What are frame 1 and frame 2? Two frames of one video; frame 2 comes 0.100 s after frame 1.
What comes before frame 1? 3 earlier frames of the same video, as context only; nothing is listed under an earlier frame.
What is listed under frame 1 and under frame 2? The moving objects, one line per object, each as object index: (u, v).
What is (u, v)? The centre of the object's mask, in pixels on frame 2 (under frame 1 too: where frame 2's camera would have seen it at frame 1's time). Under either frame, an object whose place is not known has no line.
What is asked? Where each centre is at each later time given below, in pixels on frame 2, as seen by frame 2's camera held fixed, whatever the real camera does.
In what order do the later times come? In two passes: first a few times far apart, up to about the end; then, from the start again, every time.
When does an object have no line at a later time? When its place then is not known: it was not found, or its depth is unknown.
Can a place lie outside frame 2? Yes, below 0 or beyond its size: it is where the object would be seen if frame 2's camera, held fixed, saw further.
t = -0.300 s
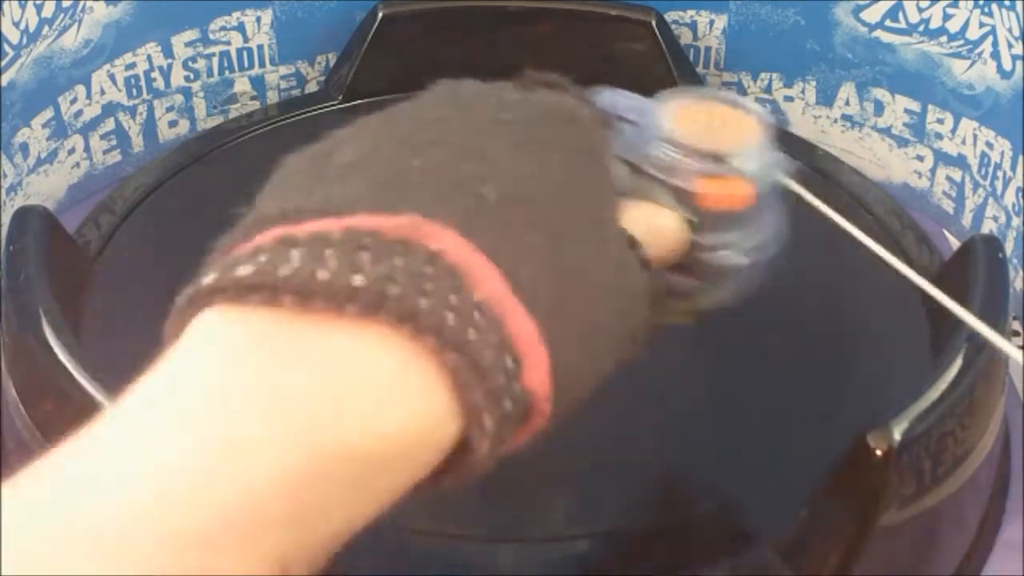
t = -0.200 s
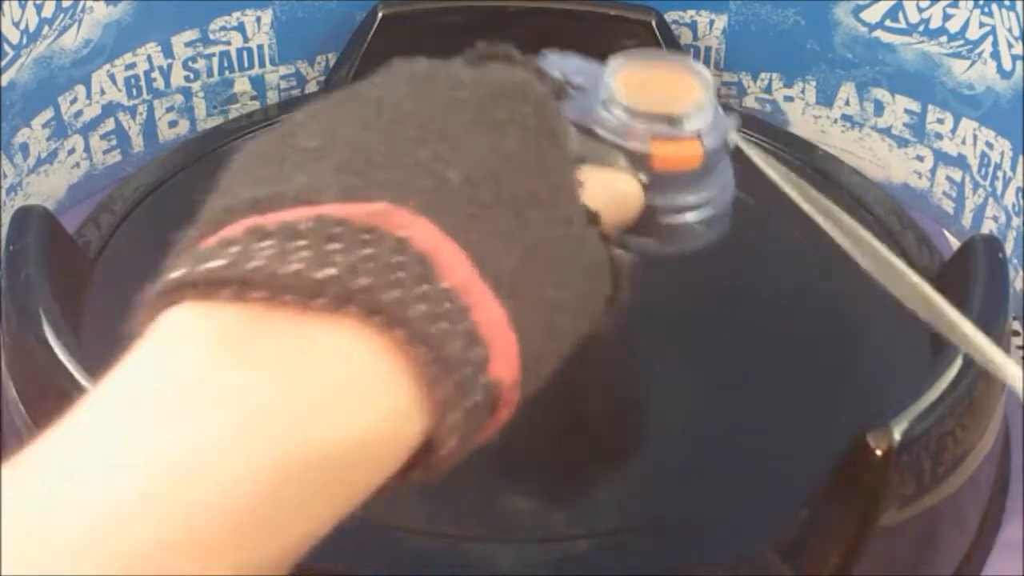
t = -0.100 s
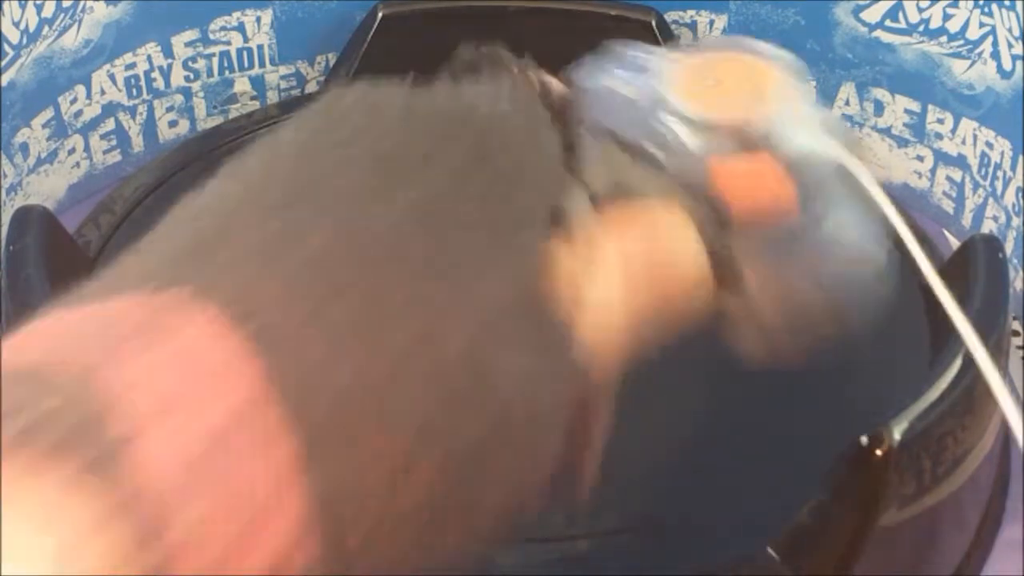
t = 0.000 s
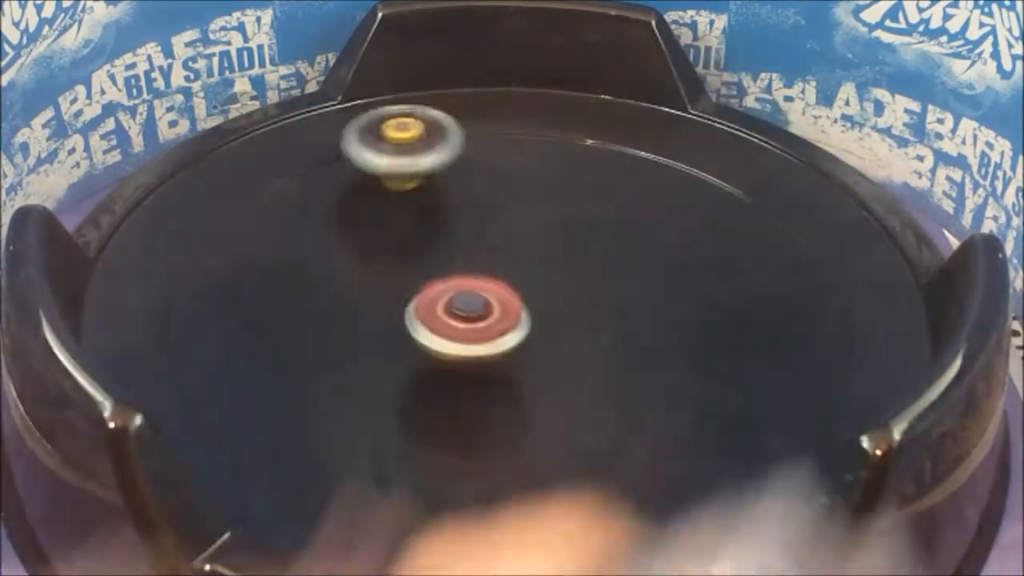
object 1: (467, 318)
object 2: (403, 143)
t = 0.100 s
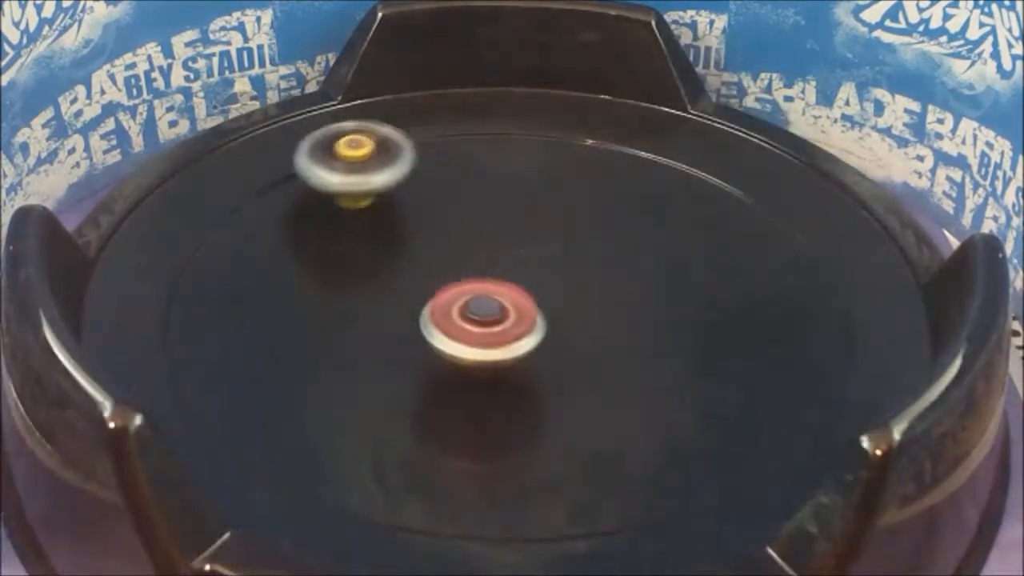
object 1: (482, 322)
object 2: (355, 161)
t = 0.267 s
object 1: (502, 312)
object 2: (319, 216)
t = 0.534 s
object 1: (503, 294)
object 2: (362, 308)
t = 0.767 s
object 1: (506, 280)
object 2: (433, 349)
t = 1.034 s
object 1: (483, 276)
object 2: (526, 358)
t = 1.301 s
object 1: (488, 288)
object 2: (593, 335)
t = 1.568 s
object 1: (319, 147)
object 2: (821, 358)
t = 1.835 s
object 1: (321, 266)
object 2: (799, 307)
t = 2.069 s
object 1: (467, 361)
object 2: (594, 259)
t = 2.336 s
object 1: (607, 360)
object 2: (473, 284)
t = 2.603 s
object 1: (659, 312)
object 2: (471, 326)
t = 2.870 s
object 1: (628, 278)
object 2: (497, 351)
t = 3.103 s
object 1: (566, 272)
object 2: (523, 357)
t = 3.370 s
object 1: (488, 195)
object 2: (551, 408)
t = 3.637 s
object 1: (340, 189)
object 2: (614, 387)
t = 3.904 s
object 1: (299, 268)
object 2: (582, 331)
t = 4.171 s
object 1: (372, 334)
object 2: (513, 307)
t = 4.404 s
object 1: (323, 383)
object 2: (594, 240)
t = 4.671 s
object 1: (499, 394)
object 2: (492, 218)
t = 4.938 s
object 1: (571, 325)
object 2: (410, 246)
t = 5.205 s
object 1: (551, 261)
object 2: (394, 287)
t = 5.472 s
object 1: (521, 241)
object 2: (426, 307)
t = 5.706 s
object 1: (524, 234)
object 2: (454, 324)
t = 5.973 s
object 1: (516, 240)
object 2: (505, 327)
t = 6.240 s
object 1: (527, 249)
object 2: (537, 331)
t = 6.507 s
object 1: (510, 255)
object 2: (573, 347)
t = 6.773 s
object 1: (416, 211)
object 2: (686, 372)
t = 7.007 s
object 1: (308, 233)
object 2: (714, 341)
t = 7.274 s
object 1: (361, 330)
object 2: (627, 298)
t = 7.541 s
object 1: (433, 374)
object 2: (574, 289)
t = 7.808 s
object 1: (469, 400)
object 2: (556, 245)
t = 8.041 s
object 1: (531, 362)
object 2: (487, 253)
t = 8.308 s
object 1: (560, 338)
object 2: (401, 249)
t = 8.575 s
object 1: (621, 324)
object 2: (317, 245)
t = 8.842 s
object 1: (596, 260)
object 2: (380, 300)
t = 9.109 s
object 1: (546, 217)
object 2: (444, 296)
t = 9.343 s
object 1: (505, 209)
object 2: (453, 280)
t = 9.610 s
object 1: (546, 114)
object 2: (424, 364)
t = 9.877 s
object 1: (512, 148)
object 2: (516, 350)
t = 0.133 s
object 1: (486, 320)
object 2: (343, 171)
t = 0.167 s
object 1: (491, 319)
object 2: (335, 181)
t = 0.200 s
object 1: (495, 317)
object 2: (328, 192)
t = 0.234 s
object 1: (499, 315)
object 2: (323, 204)
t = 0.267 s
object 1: (502, 312)
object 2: (319, 216)
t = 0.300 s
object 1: (504, 309)
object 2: (318, 229)
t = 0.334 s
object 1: (506, 307)
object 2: (319, 242)
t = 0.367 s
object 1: (507, 304)
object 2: (322, 254)
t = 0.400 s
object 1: (507, 301)
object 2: (328, 267)
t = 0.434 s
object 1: (507, 299)
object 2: (334, 279)
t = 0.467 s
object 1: (505, 297)
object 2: (343, 289)
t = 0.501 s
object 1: (504, 295)
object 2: (352, 299)
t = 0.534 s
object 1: (503, 294)
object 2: (362, 308)
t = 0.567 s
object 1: (503, 293)
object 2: (372, 315)
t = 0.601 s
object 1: (502, 291)
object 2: (382, 322)
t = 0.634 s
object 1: (502, 290)
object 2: (393, 328)
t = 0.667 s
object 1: (503, 288)
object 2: (405, 333)
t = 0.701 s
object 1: (503, 285)
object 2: (414, 339)
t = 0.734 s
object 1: (506, 282)
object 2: (422, 345)
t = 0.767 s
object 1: (506, 280)
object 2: (433, 349)
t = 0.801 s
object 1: (504, 277)
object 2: (444, 352)
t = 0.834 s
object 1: (502, 275)
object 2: (456, 355)
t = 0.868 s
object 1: (499, 274)
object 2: (468, 357)
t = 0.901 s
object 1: (495, 273)
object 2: (480, 358)
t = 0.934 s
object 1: (492, 273)
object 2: (492, 359)
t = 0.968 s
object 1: (488, 274)
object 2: (504, 359)
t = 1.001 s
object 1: (485, 275)
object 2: (515, 359)
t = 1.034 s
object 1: (483, 276)
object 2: (526, 358)
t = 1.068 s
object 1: (481, 277)
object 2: (537, 357)
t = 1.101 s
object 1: (479, 279)
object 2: (547, 355)
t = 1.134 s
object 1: (479, 281)
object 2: (557, 352)
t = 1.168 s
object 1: (480, 283)
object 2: (565, 350)
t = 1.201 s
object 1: (481, 285)
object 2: (574, 347)
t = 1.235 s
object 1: (484, 286)
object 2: (581, 343)
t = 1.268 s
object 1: (486, 287)
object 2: (588, 339)
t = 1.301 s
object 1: (488, 288)
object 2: (593, 335)
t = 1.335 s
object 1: (491, 288)
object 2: (598, 331)
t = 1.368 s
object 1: (493, 288)
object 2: (603, 327)
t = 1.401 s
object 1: (485, 283)
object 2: (623, 321)
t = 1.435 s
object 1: (443, 243)
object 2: (676, 336)
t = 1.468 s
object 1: (404, 213)
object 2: (724, 354)
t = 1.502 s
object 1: (371, 187)
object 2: (763, 353)
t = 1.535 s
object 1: (342, 163)
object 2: (798, 367)
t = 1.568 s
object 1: (319, 147)
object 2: (821, 358)
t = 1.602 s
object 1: (304, 135)
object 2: (839, 358)
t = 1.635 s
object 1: (294, 137)
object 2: (848, 355)
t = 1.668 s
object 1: (286, 148)
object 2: (853, 346)
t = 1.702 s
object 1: (285, 166)
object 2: (852, 339)
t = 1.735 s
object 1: (287, 189)
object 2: (848, 332)
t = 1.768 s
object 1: (295, 214)
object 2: (839, 324)
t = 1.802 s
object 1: (305, 241)
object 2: (822, 316)
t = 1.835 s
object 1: (321, 266)
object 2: (799, 307)
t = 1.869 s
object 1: (339, 289)
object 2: (774, 298)
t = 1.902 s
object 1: (360, 310)
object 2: (746, 290)
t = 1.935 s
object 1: (383, 327)
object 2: (716, 282)
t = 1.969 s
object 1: (406, 340)
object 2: (686, 276)
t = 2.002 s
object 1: (428, 349)
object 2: (655, 269)
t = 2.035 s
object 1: (449, 356)
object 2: (624, 264)
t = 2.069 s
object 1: (467, 361)
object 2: (594, 259)
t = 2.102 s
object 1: (486, 365)
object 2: (567, 256)
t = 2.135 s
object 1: (505, 368)
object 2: (543, 255)
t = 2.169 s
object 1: (523, 370)
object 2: (522, 256)
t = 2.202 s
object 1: (541, 370)
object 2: (506, 259)
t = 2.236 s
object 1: (557, 369)
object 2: (492, 264)
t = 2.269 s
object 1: (574, 367)
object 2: (483, 270)
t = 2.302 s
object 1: (591, 364)
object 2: (477, 277)
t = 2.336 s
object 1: (607, 360)
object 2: (473, 284)
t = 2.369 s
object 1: (621, 355)
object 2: (470, 290)
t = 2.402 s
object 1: (633, 349)
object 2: (468, 296)
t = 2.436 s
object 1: (642, 342)
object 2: (467, 302)
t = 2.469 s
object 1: (649, 335)
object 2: (467, 307)
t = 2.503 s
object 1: (653, 328)
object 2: (466, 313)
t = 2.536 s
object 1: (656, 322)
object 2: (467, 317)
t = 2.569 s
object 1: (658, 317)
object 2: (469, 322)
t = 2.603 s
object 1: (659, 312)
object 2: (471, 326)
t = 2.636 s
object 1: (659, 307)
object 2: (473, 330)
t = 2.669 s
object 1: (658, 302)
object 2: (476, 334)
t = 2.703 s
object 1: (655, 297)
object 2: (479, 337)
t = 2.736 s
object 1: (652, 292)
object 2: (482, 341)
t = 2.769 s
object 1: (647, 288)
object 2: (486, 344)
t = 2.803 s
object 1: (642, 284)
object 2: (490, 346)
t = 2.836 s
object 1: (635, 281)
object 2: (493, 349)
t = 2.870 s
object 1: (628, 278)
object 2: (497, 351)
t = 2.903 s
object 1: (620, 276)
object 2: (501, 353)
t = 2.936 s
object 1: (612, 275)
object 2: (505, 354)
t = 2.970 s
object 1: (603, 273)
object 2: (509, 355)
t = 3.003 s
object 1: (594, 273)
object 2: (513, 356)
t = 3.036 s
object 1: (585, 273)
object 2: (517, 356)
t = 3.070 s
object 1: (575, 273)
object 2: (520, 357)
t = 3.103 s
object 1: (566, 272)
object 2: (523, 357)
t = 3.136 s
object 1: (557, 273)
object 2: (527, 356)
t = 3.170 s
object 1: (547, 273)
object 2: (530, 356)
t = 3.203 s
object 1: (537, 274)
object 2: (533, 355)
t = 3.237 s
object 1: (527, 275)
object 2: (535, 355)
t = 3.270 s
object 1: (518, 268)
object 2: (538, 364)
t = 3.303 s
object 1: (509, 239)
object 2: (542, 385)
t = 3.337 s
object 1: (499, 214)
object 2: (545, 400)
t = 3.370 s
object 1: (488, 195)
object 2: (551, 408)
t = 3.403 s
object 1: (475, 180)
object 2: (560, 411)
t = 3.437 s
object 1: (459, 170)
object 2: (570, 411)
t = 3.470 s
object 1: (440, 165)
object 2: (580, 409)
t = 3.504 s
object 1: (416, 164)
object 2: (589, 406)
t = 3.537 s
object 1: (393, 169)
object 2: (597, 402)
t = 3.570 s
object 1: (373, 173)
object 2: (604, 398)
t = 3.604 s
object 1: (355, 180)
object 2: (610, 392)
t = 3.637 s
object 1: (340, 189)
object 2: (614, 387)
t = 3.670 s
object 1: (327, 197)
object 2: (617, 381)
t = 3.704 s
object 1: (316, 206)
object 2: (618, 374)
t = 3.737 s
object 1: (307, 215)
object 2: (616, 368)
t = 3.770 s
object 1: (301, 225)
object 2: (613, 360)
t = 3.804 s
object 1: (297, 236)
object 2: (608, 352)
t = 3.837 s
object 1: (295, 247)
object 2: (601, 344)
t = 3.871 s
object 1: (296, 258)
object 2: (593, 337)
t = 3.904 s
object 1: (299, 268)
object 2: (582, 331)
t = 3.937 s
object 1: (303, 279)
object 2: (571, 325)
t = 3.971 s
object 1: (310, 290)
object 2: (560, 320)
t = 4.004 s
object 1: (318, 299)
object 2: (550, 317)
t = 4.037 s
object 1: (327, 308)
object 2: (541, 315)
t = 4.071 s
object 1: (337, 316)
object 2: (534, 313)
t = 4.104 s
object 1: (348, 324)
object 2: (527, 311)
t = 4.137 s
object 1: (360, 330)
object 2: (520, 309)
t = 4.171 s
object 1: (372, 334)
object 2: (513, 307)
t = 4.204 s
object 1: (385, 339)
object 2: (506, 306)
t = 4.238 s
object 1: (363, 347)
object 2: (523, 296)
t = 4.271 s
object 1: (332, 355)
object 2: (550, 283)
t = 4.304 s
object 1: (312, 362)
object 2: (571, 270)
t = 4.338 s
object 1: (305, 369)
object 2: (586, 259)
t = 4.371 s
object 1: (309, 377)
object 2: (594, 249)
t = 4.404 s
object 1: (323, 383)
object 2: (594, 240)
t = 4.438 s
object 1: (342, 391)
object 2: (587, 234)
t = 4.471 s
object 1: (363, 396)
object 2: (576, 228)
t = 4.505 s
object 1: (387, 400)
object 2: (563, 224)
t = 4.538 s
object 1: (410, 403)
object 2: (549, 221)
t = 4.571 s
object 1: (434, 403)
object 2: (535, 219)
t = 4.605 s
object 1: (457, 402)
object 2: (521, 218)
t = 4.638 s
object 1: (479, 399)
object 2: (506, 218)
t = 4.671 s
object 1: (499, 394)
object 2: (492, 218)
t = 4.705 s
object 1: (517, 388)
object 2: (478, 219)
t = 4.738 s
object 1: (532, 380)
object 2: (466, 221)
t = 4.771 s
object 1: (545, 372)
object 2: (454, 224)
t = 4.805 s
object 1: (554, 363)
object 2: (442, 227)
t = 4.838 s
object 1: (562, 354)
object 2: (433, 231)
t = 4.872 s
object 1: (567, 344)
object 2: (424, 236)
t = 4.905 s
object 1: (570, 334)
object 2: (416, 241)
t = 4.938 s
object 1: (571, 325)
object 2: (410, 246)
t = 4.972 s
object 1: (570, 315)
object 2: (406, 252)
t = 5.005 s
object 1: (567, 306)
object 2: (403, 258)
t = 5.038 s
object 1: (562, 296)
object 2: (402, 263)
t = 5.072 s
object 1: (556, 288)
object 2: (403, 269)
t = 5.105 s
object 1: (549, 280)
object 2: (404, 274)
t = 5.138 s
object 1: (540, 274)
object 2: (408, 279)
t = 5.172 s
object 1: (541, 267)
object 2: (404, 283)
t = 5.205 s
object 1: (551, 261)
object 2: (394, 287)
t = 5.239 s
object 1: (556, 255)
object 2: (391, 290)
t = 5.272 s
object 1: (554, 251)
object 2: (392, 293)
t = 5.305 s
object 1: (549, 248)
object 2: (395, 296)
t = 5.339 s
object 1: (542, 245)
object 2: (400, 299)
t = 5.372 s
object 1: (536, 243)
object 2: (406, 302)
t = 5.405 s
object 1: (530, 241)
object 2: (413, 304)
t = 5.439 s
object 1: (525, 241)
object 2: (420, 306)
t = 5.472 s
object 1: (521, 241)
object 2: (426, 307)
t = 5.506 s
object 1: (518, 241)
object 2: (433, 308)
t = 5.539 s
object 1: (515, 242)
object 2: (439, 309)
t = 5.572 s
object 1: (513, 243)
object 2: (445, 309)
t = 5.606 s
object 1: (513, 242)
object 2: (449, 311)
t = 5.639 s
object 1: (518, 237)
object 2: (447, 317)
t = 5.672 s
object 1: (523, 234)
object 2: (448, 321)
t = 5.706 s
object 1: (524, 234)
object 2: (454, 324)
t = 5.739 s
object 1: (523, 235)
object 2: (461, 324)
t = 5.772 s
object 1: (521, 237)
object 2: (469, 324)
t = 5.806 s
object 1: (520, 239)
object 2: (477, 323)
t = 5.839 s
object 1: (519, 241)
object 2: (484, 323)
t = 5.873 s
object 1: (518, 243)
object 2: (491, 322)
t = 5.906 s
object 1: (517, 244)
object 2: (496, 321)
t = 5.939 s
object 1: (516, 244)
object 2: (502, 321)
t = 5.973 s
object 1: (516, 240)
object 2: (505, 327)
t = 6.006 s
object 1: (518, 236)
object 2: (507, 331)
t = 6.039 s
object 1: (521, 234)
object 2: (510, 334)
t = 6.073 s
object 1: (524, 235)
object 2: (513, 335)
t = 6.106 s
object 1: (526, 238)
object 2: (515, 333)
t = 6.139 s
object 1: (527, 242)
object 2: (518, 332)
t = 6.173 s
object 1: (528, 245)
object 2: (524, 329)
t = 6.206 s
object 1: (527, 248)
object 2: (531, 328)
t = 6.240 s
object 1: (527, 249)
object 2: (537, 331)
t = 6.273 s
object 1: (526, 249)
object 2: (541, 333)
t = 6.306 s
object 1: (525, 250)
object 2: (546, 333)
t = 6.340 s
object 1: (524, 252)
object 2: (551, 332)
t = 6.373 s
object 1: (522, 255)
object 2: (556, 331)
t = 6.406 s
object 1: (520, 253)
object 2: (562, 338)
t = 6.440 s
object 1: (516, 250)
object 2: (567, 344)
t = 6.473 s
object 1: (512, 251)
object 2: (570, 347)
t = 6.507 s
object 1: (510, 255)
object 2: (573, 347)
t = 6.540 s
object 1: (508, 260)
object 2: (577, 346)
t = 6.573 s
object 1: (507, 265)
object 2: (581, 343)
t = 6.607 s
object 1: (505, 270)
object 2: (585, 341)
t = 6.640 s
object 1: (504, 275)
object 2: (590, 338)
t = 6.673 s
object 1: (497, 277)
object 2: (600, 338)
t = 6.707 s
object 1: (468, 252)
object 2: (635, 354)
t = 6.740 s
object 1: (439, 230)
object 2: (664, 366)
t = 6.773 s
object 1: (416, 211)
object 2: (686, 372)
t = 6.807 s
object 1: (395, 197)
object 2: (701, 373)
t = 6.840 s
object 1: (376, 191)
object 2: (710, 370)
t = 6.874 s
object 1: (357, 190)
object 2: (717, 365)
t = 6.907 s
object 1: (340, 195)
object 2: (719, 359)
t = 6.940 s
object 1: (325, 205)
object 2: (720, 353)
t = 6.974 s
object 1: (314, 218)
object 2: (718, 347)
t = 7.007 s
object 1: (308, 233)
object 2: (714, 341)
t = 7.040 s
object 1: (306, 248)
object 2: (709, 335)
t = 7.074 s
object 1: (306, 262)
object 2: (701, 328)
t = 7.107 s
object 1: (310, 276)
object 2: (692, 322)
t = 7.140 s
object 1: (317, 289)
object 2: (681, 316)
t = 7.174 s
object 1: (326, 301)
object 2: (668, 311)
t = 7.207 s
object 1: (337, 313)
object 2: (655, 305)
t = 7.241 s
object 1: (348, 322)
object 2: (641, 301)
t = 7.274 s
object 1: (361, 330)
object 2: (627, 298)
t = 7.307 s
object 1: (375, 336)
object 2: (613, 296)
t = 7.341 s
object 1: (389, 343)
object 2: (600, 296)
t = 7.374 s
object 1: (404, 349)
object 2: (588, 297)
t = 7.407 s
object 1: (419, 353)
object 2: (577, 299)
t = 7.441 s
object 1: (434, 355)
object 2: (568, 300)
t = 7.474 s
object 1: (448, 357)
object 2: (560, 302)
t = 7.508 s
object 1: (457, 361)
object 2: (556, 303)
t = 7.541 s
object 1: (433, 374)
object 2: (574, 289)
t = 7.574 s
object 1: (412, 385)
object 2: (590, 275)
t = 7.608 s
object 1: (401, 392)
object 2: (598, 264)
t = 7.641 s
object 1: (399, 397)
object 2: (601, 255)
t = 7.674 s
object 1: (406, 400)
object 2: (597, 249)
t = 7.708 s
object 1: (418, 402)
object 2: (589, 246)
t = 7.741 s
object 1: (434, 402)
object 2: (577, 245)
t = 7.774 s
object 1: (452, 401)
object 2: (567, 245)
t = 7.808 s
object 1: (469, 400)
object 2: (556, 245)
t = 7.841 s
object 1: (486, 397)
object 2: (545, 246)
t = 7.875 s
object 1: (501, 393)
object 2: (535, 246)
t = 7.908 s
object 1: (512, 387)
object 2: (525, 247)
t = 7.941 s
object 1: (520, 381)
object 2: (515, 249)
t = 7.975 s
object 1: (526, 375)
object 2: (506, 250)
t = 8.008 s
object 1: (529, 368)
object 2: (497, 252)
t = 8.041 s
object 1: (531, 362)
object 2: (487, 253)
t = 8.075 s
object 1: (533, 355)
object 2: (478, 256)
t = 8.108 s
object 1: (534, 350)
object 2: (468, 258)
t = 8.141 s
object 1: (534, 344)
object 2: (460, 260)
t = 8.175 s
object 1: (532, 338)
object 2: (453, 263)
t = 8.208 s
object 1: (531, 332)
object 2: (445, 266)
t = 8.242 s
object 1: (528, 326)
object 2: (438, 269)
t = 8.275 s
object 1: (537, 329)
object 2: (425, 263)
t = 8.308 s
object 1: (560, 338)
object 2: (401, 249)
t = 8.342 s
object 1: (579, 347)
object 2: (381, 236)
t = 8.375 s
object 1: (594, 349)
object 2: (364, 227)
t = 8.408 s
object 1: (606, 353)
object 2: (349, 223)
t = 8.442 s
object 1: (616, 352)
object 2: (337, 223)
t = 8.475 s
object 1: (620, 348)
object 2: (328, 226)
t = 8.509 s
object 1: (621, 341)
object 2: (321, 231)
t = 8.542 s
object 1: (621, 332)
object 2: (318, 237)
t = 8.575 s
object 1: (621, 324)
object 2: (317, 245)
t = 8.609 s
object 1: (620, 316)
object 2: (319, 252)
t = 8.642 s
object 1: (618, 307)
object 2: (323, 260)
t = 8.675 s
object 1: (616, 298)
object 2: (328, 267)
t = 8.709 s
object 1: (612, 290)
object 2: (337, 275)
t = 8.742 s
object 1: (609, 282)
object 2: (346, 283)
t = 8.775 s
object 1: (605, 274)
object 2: (357, 290)
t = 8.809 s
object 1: (601, 267)
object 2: (368, 296)
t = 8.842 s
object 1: (596, 260)
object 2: (380, 300)
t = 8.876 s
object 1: (590, 253)
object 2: (391, 303)
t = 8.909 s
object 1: (584, 246)
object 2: (402, 305)
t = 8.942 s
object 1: (579, 240)
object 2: (413, 305)
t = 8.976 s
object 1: (572, 234)
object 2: (423, 305)
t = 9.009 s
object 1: (566, 229)
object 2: (430, 304)
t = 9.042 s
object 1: (559, 224)
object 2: (437, 302)
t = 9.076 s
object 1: (552, 220)
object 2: (441, 299)
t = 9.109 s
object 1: (546, 217)
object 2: (444, 296)
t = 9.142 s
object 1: (539, 213)
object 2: (445, 294)
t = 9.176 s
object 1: (533, 212)
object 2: (447, 291)
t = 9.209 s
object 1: (527, 211)
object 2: (448, 289)
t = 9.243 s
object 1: (522, 210)
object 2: (450, 286)
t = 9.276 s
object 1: (516, 210)
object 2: (451, 284)
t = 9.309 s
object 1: (510, 209)
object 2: (452, 282)
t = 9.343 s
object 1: (505, 209)
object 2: (453, 280)
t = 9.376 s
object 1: (518, 189)
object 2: (435, 297)
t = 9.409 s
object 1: (536, 163)
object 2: (414, 316)
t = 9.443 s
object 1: (549, 144)
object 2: (401, 332)
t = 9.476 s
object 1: (557, 131)
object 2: (393, 345)
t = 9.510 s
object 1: (559, 123)
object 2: (392, 354)
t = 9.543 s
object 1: (556, 118)
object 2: (399, 360)
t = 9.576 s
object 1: (551, 115)
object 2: (411, 363)
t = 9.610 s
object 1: (546, 114)
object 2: (424, 364)
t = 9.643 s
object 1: (540, 114)
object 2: (437, 364)
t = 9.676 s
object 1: (536, 115)
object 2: (450, 363)
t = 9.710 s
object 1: (531, 117)
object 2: (462, 362)
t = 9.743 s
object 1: (527, 121)
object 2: (474, 360)
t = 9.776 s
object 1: (522, 126)
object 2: (485, 358)
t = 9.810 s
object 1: (519, 132)
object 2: (496, 356)
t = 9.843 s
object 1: (515, 139)
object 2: (506, 353)
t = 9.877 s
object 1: (512, 148)
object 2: (516, 350)
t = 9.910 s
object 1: (509, 158)
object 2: (525, 347)
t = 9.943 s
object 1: (507, 168)
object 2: (533, 343)
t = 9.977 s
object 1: (505, 180)
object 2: (541, 339)
